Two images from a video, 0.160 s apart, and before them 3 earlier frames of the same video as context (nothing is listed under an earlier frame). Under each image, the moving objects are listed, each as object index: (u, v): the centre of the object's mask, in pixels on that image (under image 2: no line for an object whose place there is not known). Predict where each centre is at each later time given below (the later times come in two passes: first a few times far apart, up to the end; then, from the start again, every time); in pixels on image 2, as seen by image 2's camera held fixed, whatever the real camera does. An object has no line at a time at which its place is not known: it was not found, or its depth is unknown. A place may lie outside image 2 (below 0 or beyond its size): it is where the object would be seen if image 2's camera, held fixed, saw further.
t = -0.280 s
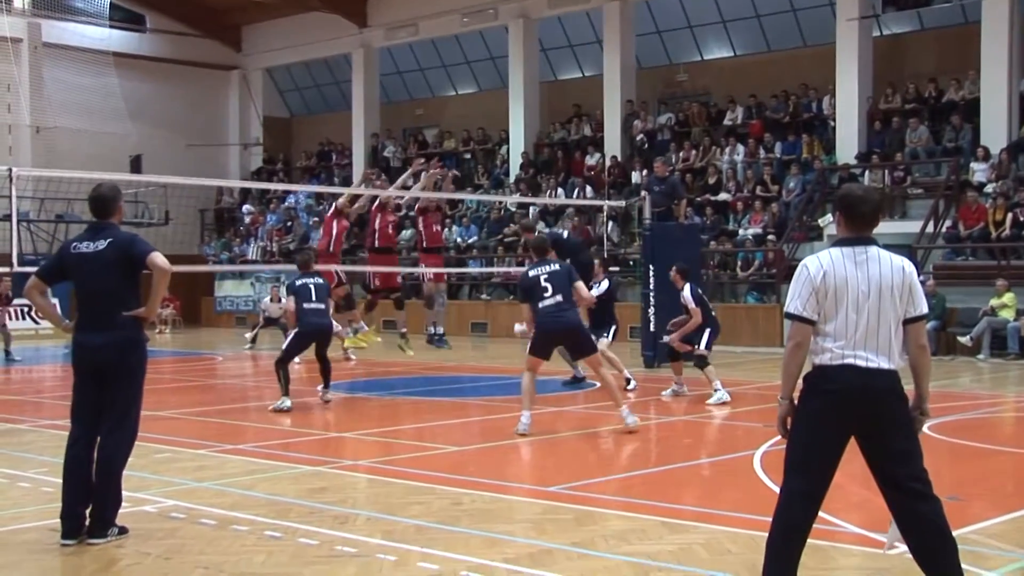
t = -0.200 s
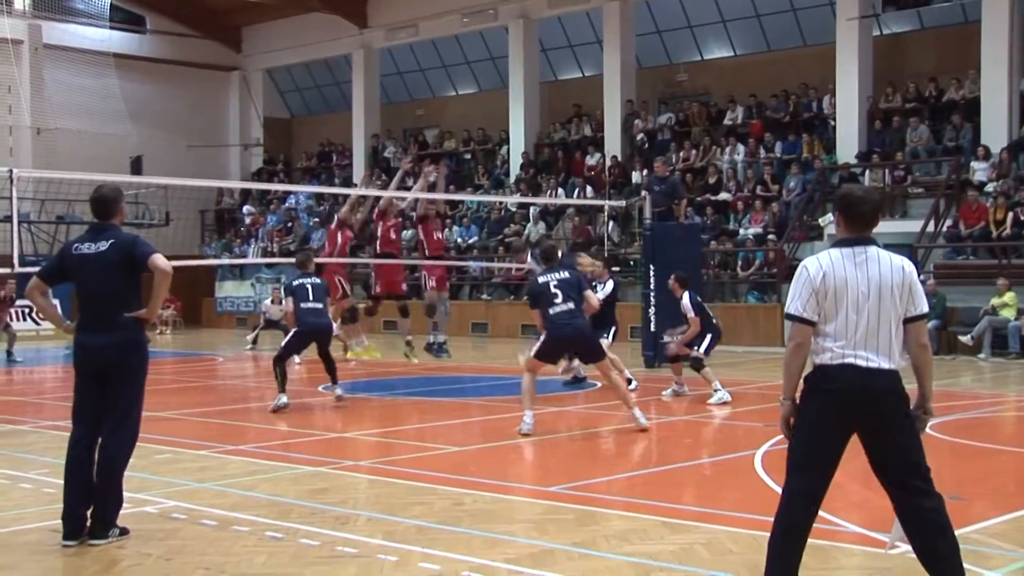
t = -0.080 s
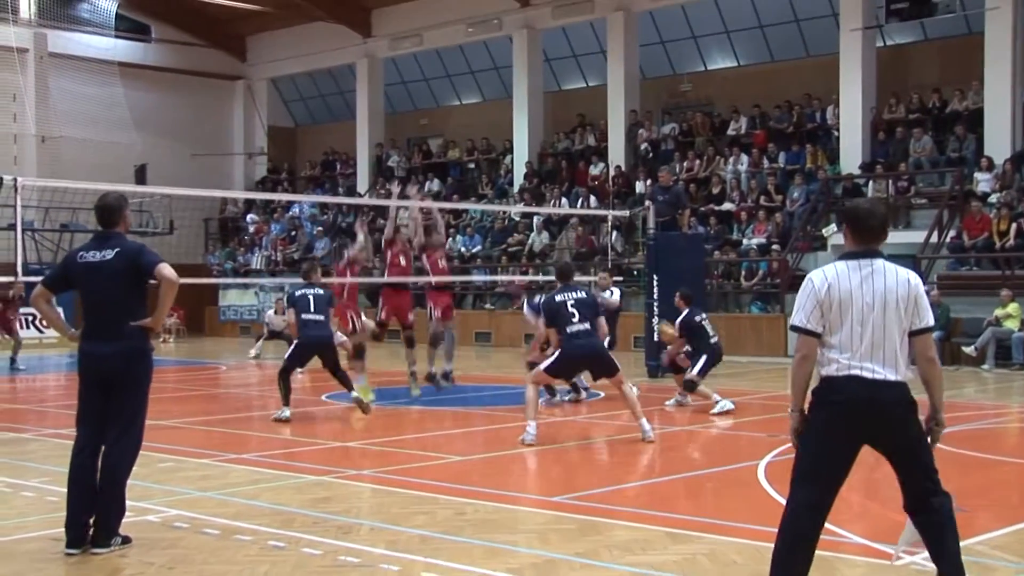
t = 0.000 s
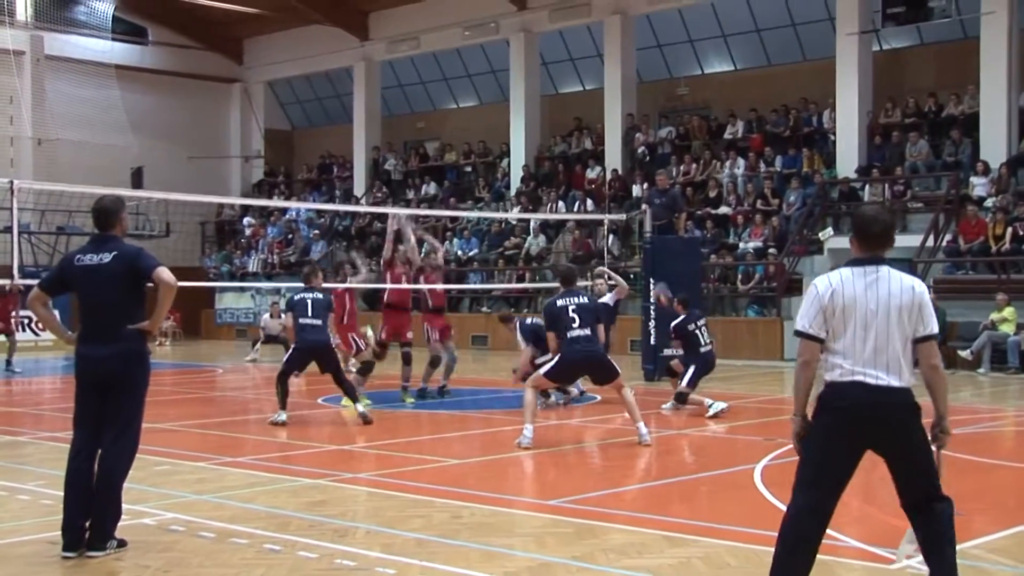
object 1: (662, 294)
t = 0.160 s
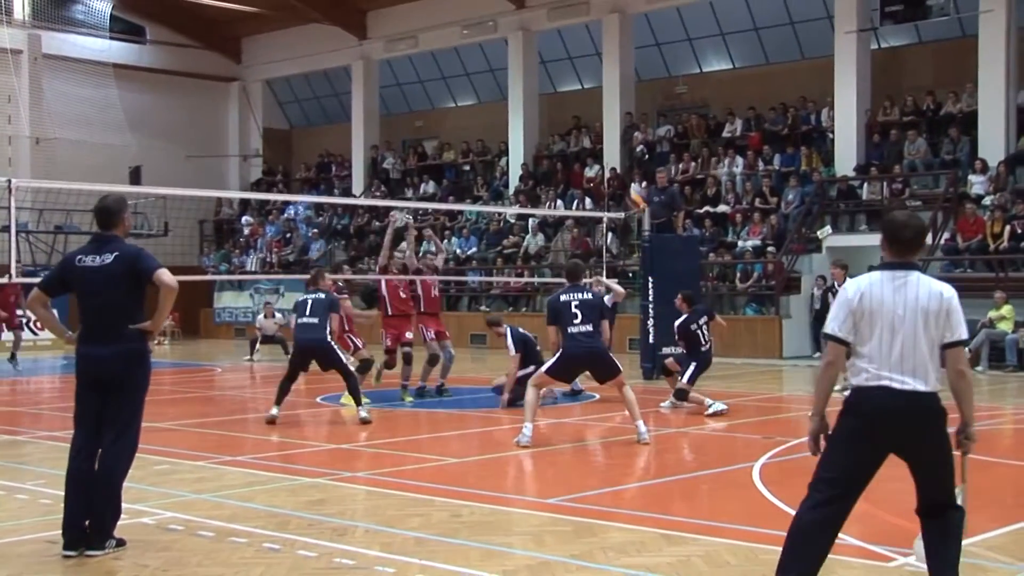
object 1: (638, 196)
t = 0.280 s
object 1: (617, 139)
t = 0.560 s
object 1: (572, 49)
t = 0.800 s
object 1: (530, 28)
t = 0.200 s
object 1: (629, 177)
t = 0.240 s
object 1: (623, 157)
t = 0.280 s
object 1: (617, 139)
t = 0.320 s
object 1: (610, 123)
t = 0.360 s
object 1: (605, 108)
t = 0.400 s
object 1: (598, 92)
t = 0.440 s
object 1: (591, 79)
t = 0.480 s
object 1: (585, 68)
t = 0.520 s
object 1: (578, 57)
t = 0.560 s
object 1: (572, 49)
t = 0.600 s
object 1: (564, 42)
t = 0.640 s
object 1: (558, 36)
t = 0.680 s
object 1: (551, 31)
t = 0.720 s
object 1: (544, 29)
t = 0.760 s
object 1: (538, 27)
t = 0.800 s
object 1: (530, 28)
